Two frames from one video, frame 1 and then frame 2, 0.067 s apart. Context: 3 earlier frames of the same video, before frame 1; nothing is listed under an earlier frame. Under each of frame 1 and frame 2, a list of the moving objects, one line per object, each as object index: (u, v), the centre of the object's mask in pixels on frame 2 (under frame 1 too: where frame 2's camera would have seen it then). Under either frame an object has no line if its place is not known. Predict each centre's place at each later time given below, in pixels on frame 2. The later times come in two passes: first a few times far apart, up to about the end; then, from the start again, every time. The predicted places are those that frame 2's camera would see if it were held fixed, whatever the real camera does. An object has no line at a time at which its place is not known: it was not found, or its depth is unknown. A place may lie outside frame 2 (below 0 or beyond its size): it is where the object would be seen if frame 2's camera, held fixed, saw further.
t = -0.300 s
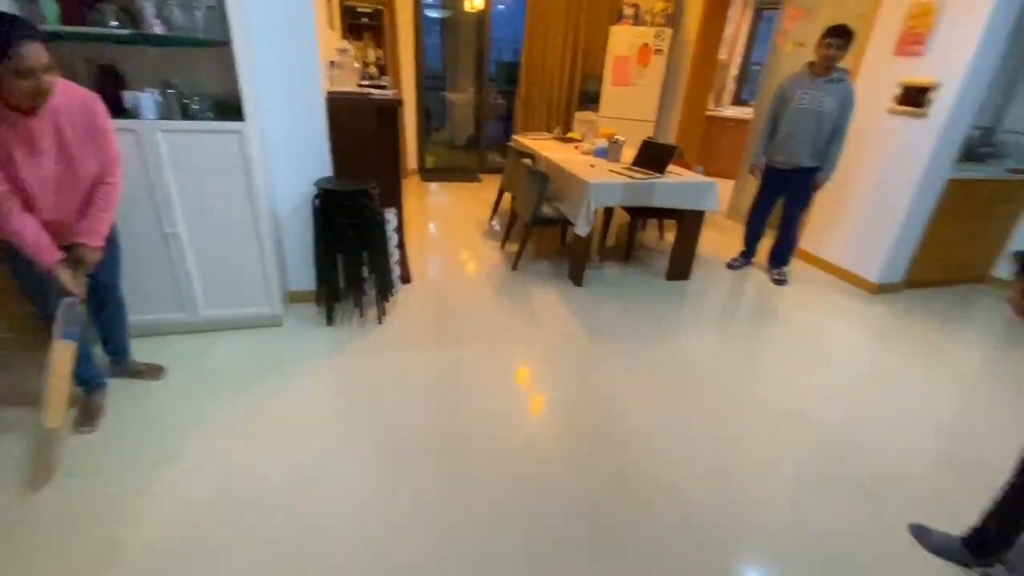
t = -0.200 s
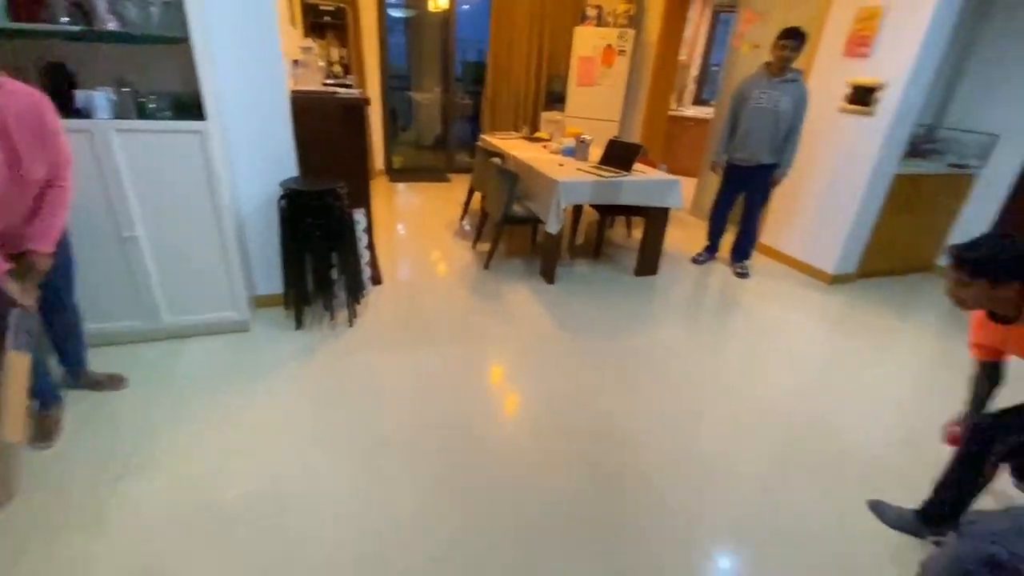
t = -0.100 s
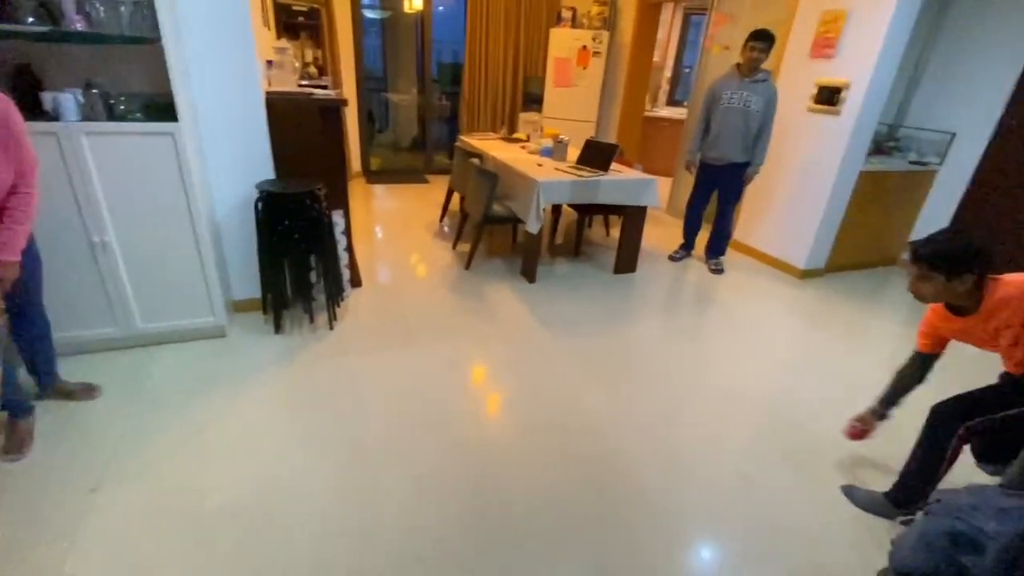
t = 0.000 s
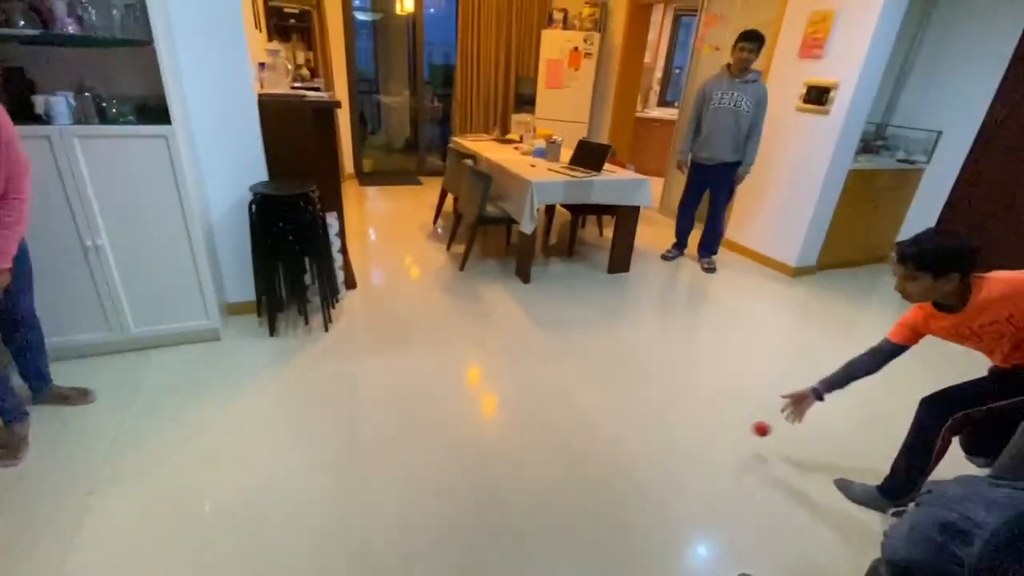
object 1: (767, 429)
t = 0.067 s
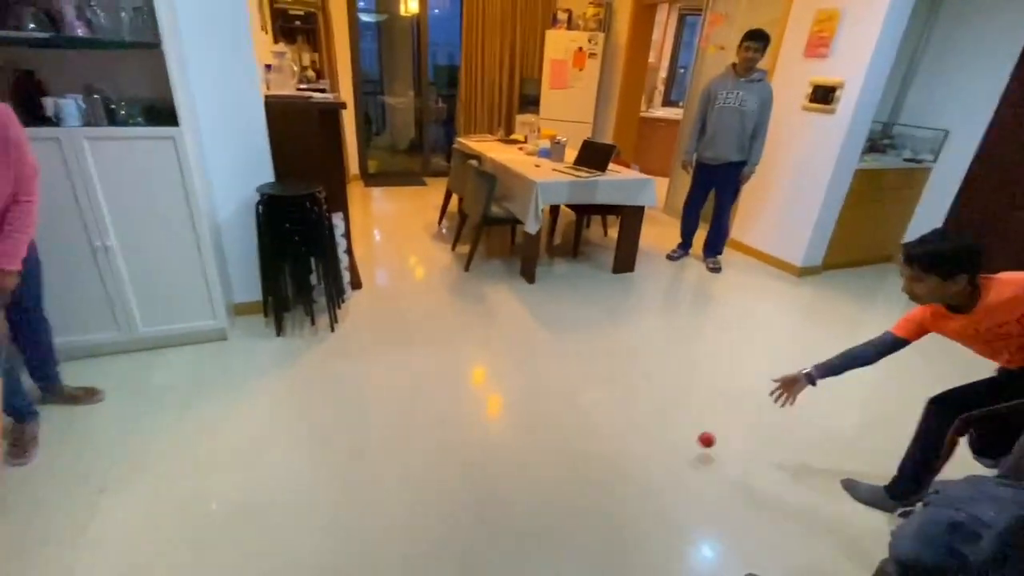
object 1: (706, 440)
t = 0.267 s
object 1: (587, 439)
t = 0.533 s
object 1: (435, 450)
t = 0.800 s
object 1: (279, 450)
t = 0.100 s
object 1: (675, 451)
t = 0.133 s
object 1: (655, 449)
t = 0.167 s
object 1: (639, 441)
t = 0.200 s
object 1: (622, 439)
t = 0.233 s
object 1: (604, 438)
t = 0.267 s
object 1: (587, 439)
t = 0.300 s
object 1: (569, 442)
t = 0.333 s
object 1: (550, 447)
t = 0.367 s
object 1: (531, 456)
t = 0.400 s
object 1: (513, 449)
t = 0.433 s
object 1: (494, 445)
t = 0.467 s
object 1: (475, 444)
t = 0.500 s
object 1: (455, 445)
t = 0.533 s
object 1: (435, 450)
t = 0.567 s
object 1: (416, 455)
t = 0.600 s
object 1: (397, 450)
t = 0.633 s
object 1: (378, 447)
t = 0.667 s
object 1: (358, 447)
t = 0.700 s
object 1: (338, 450)
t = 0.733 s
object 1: (319, 452)
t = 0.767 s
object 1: (299, 450)
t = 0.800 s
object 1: (279, 450)
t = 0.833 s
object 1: (260, 451)
